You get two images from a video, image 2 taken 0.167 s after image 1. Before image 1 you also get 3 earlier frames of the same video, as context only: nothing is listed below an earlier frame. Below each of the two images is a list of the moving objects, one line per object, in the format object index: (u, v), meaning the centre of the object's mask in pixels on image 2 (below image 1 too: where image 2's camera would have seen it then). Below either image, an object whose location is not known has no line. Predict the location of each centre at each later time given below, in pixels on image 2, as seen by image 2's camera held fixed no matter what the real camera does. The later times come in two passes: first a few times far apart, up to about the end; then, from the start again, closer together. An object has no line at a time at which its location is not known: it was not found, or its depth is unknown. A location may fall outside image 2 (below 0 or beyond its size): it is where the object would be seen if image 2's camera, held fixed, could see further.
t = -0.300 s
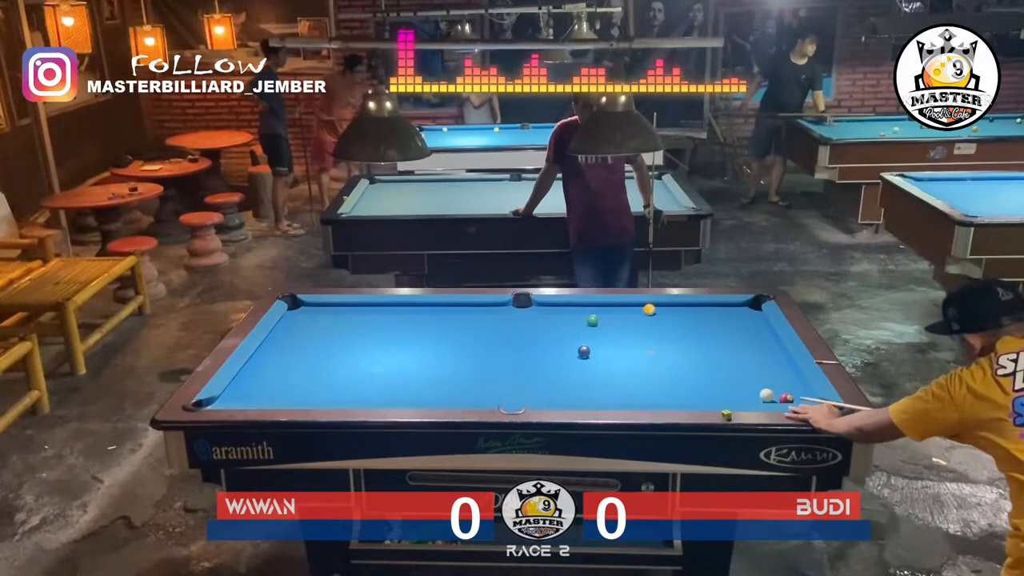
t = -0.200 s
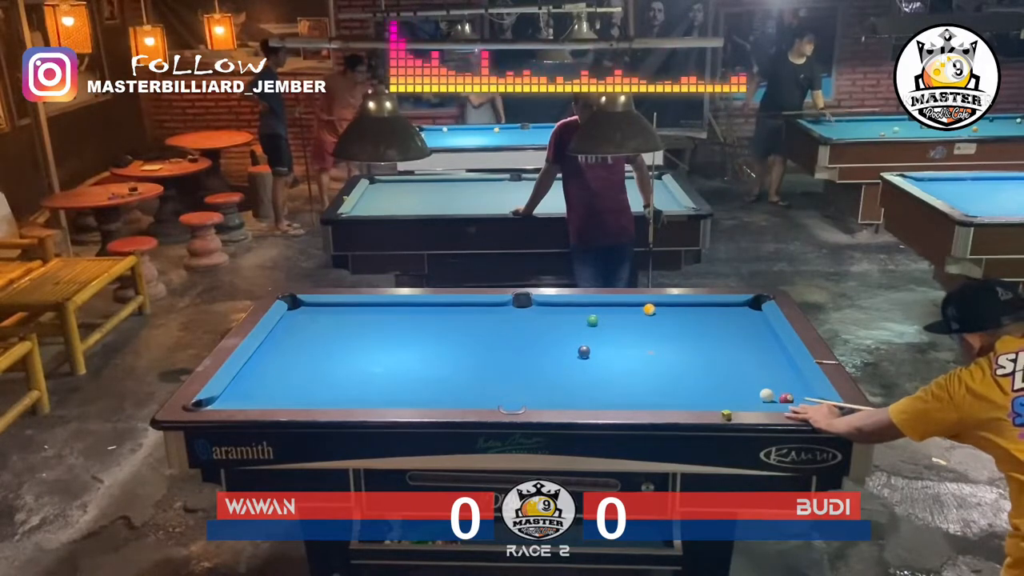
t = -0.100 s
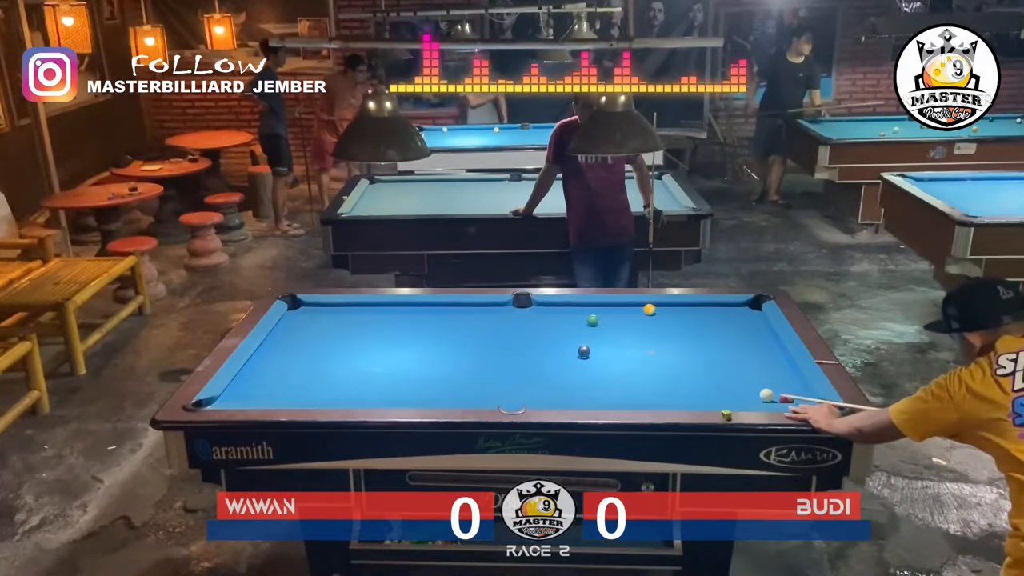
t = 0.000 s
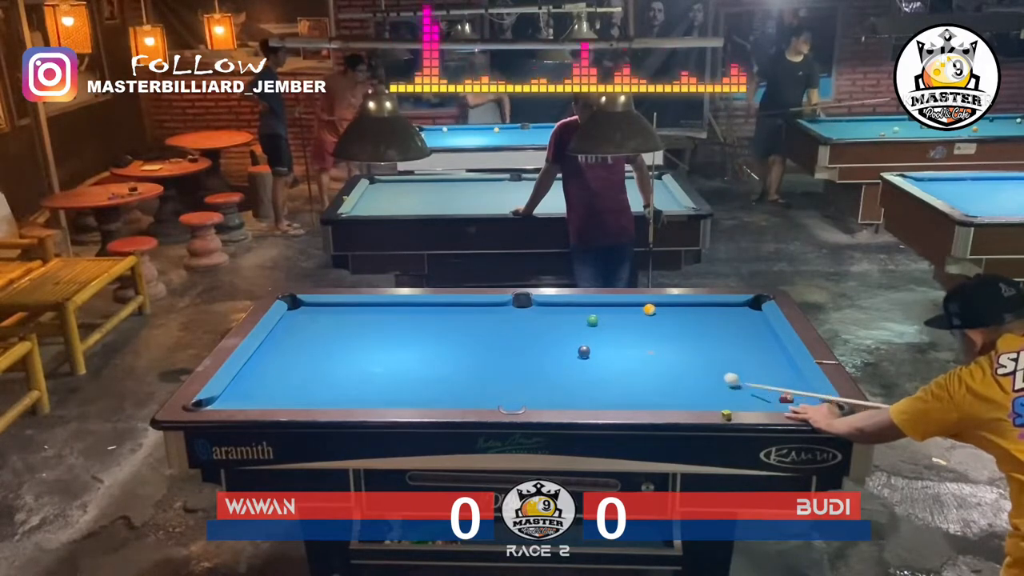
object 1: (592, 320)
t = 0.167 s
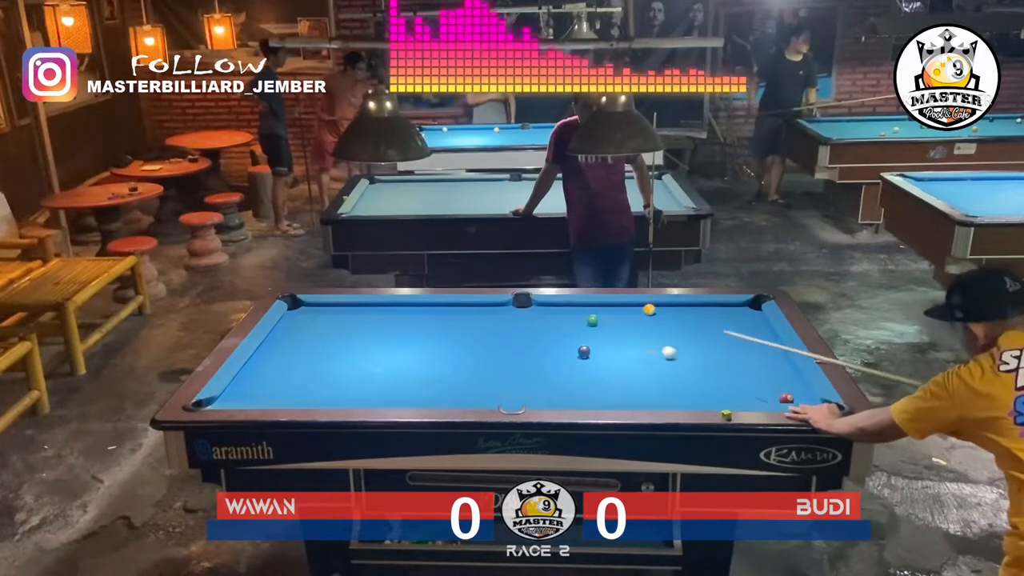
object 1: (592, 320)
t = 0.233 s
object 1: (592, 320)
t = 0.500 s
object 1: (564, 311)
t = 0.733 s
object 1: (532, 310)
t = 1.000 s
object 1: (502, 318)
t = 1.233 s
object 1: (478, 326)
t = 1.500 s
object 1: (452, 334)
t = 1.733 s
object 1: (432, 341)
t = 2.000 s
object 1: (410, 348)
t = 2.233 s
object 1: (394, 353)
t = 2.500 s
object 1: (378, 359)
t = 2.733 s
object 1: (366, 363)
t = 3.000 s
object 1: (356, 367)
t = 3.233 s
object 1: (350, 370)
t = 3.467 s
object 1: (347, 372)
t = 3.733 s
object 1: (347, 372)
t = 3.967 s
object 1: (347, 372)
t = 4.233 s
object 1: (347, 372)
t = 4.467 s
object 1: (347, 372)
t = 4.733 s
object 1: (347, 372)
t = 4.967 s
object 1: (347, 372)
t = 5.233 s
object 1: (347, 372)
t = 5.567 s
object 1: (347, 371)
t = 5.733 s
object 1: (347, 372)
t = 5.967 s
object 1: (347, 372)
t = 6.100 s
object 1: (347, 372)
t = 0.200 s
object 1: (592, 320)
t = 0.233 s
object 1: (592, 320)
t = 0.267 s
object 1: (592, 320)
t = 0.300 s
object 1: (592, 320)
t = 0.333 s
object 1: (592, 320)
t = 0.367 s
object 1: (592, 320)
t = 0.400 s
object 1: (588, 319)
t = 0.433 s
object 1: (579, 316)
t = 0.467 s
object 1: (571, 313)
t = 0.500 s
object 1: (564, 311)
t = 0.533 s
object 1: (558, 308)
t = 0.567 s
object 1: (552, 306)
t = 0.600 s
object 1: (547, 305)
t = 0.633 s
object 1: (543, 306)
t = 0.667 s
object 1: (539, 307)
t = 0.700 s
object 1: (536, 308)
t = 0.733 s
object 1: (532, 310)
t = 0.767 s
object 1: (528, 310)
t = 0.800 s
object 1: (524, 312)
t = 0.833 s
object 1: (520, 313)
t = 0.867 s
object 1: (517, 314)
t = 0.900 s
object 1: (513, 316)
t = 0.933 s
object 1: (509, 317)
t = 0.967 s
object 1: (506, 317)
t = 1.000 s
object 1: (502, 318)
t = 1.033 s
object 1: (499, 320)
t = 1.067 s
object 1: (496, 321)
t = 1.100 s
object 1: (492, 322)
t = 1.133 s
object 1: (488, 323)
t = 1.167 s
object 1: (484, 324)
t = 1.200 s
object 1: (481, 325)
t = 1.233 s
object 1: (478, 326)
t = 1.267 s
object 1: (474, 327)
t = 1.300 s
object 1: (472, 328)
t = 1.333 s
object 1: (469, 329)
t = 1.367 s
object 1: (465, 330)
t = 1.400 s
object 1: (462, 331)
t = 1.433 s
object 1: (459, 332)
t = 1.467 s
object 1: (455, 333)
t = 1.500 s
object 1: (452, 334)
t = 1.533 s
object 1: (449, 335)
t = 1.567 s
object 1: (447, 336)
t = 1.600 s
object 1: (444, 337)
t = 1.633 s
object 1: (440, 338)
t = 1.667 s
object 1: (438, 339)
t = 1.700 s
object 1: (435, 340)
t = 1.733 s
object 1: (432, 341)
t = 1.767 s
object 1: (429, 342)
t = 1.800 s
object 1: (426, 343)
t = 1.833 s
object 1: (423, 343)
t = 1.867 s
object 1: (421, 344)
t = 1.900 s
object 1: (418, 346)
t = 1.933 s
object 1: (416, 346)
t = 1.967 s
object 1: (413, 347)
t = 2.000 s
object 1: (410, 348)
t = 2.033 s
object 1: (408, 349)
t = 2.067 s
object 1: (405, 350)
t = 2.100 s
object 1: (403, 350)
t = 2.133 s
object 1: (401, 351)
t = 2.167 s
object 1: (398, 352)
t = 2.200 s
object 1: (396, 352)
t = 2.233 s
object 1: (394, 353)
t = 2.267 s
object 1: (392, 354)
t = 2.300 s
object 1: (390, 354)
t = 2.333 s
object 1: (387, 356)
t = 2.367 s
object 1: (385, 356)
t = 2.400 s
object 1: (384, 357)
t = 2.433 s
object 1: (382, 357)
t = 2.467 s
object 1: (380, 358)
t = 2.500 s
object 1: (378, 359)
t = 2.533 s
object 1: (376, 360)
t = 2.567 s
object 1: (374, 361)
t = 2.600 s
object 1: (372, 361)
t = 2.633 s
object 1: (371, 362)
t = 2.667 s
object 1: (369, 362)
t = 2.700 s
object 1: (368, 363)
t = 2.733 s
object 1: (366, 363)
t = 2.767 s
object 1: (365, 364)
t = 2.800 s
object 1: (364, 365)
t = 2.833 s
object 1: (362, 365)
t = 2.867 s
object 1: (361, 366)
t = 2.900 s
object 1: (360, 366)
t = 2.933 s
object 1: (359, 367)
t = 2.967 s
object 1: (357, 367)
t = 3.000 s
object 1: (356, 367)
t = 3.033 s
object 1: (355, 368)
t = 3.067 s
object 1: (354, 368)
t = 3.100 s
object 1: (353, 369)
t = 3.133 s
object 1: (352, 369)
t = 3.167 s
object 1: (352, 369)
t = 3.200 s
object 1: (351, 370)
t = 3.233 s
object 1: (350, 370)
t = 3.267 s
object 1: (350, 370)
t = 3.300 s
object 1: (349, 371)
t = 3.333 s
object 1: (349, 371)
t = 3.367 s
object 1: (348, 371)
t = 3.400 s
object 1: (348, 371)
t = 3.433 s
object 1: (348, 371)
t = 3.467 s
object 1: (347, 372)
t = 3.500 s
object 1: (347, 372)
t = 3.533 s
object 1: (347, 372)
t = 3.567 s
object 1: (347, 372)
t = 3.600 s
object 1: (347, 372)
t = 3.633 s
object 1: (347, 372)
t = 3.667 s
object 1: (347, 372)
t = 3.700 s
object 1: (347, 372)
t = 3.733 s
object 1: (347, 372)
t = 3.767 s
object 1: (347, 372)
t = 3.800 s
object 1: (347, 372)
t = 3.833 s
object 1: (347, 372)
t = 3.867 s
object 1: (347, 372)
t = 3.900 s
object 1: (347, 372)
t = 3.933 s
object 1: (347, 372)
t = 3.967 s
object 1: (347, 372)
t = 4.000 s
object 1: (347, 372)
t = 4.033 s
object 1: (347, 372)
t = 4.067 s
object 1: (347, 372)
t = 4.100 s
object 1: (347, 372)
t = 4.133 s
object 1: (347, 372)
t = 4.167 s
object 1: (347, 372)
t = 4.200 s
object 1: (347, 372)
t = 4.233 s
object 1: (347, 372)
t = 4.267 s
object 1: (347, 372)
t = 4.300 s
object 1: (347, 372)
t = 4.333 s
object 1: (347, 372)
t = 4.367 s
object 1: (347, 372)
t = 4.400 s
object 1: (347, 372)
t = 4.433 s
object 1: (347, 372)
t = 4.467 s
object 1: (347, 372)
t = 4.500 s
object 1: (347, 372)
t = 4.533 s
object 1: (347, 372)
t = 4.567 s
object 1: (347, 372)
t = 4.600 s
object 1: (347, 372)
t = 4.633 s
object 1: (347, 372)
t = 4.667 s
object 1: (347, 372)
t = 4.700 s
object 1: (347, 372)
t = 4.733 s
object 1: (347, 372)
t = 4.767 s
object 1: (347, 372)
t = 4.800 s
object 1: (347, 372)
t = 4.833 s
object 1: (347, 372)
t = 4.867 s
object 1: (347, 372)
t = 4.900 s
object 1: (347, 372)
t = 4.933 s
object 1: (347, 372)
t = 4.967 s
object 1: (347, 372)
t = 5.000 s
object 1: (347, 372)
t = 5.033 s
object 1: (347, 372)
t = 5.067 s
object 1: (347, 372)
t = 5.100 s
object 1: (347, 373)
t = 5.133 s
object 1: (347, 373)
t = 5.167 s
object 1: (347, 372)
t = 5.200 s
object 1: (347, 372)
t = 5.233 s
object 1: (347, 372)
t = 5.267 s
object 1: (347, 372)
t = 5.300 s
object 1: (347, 372)
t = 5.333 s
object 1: (347, 372)
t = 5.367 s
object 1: (345, 371)
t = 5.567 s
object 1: (347, 371)
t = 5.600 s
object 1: (347, 372)
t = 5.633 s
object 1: (347, 372)
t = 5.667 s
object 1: (347, 372)
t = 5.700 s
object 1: (347, 372)
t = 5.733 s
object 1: (347, 372)
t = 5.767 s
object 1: (347, 372)
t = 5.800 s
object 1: (347, 372)
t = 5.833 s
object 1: (347, 372)
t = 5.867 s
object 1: (347, 372)
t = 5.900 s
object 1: (347, 372)
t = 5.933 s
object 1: (347, 372)
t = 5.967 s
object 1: (347, 372)
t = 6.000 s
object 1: (347, 372)
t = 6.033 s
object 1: (347, 372)
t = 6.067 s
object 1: (347, 372)
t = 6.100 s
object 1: (347, 372)
